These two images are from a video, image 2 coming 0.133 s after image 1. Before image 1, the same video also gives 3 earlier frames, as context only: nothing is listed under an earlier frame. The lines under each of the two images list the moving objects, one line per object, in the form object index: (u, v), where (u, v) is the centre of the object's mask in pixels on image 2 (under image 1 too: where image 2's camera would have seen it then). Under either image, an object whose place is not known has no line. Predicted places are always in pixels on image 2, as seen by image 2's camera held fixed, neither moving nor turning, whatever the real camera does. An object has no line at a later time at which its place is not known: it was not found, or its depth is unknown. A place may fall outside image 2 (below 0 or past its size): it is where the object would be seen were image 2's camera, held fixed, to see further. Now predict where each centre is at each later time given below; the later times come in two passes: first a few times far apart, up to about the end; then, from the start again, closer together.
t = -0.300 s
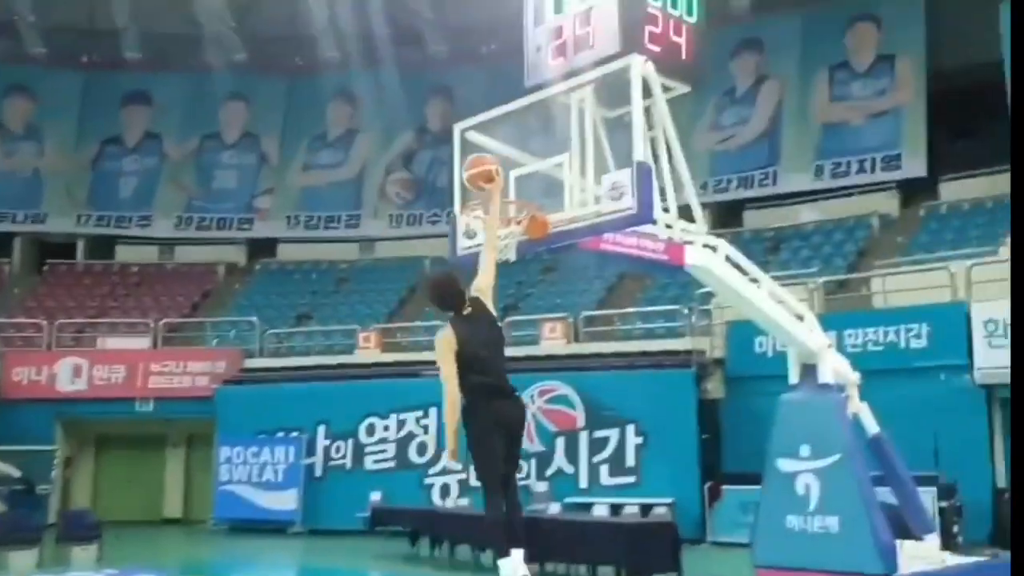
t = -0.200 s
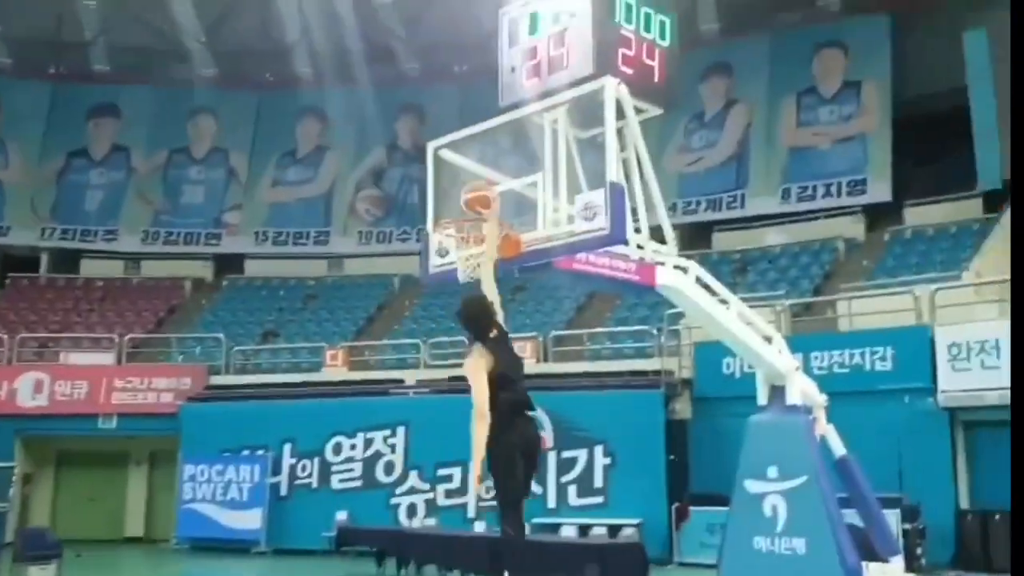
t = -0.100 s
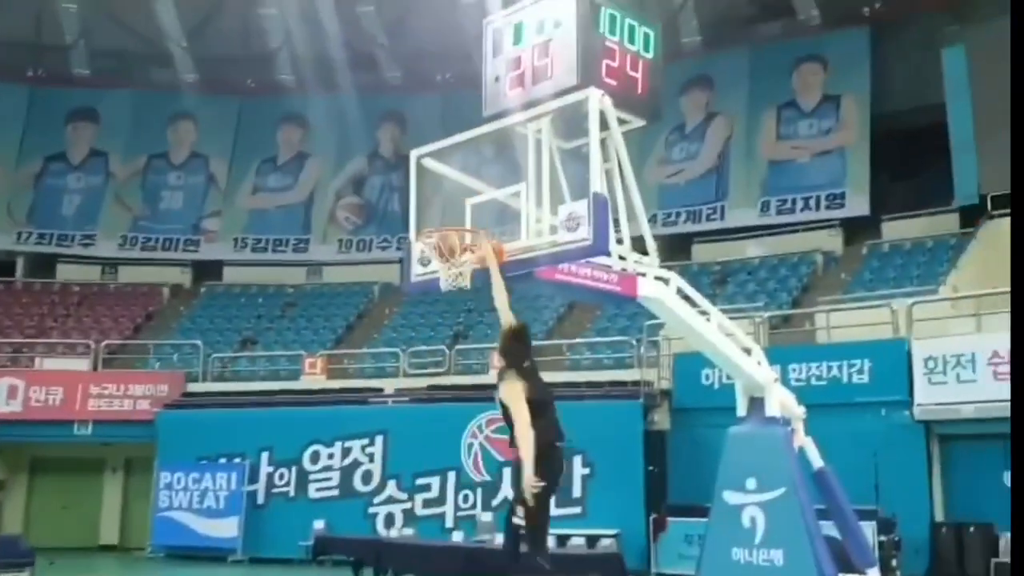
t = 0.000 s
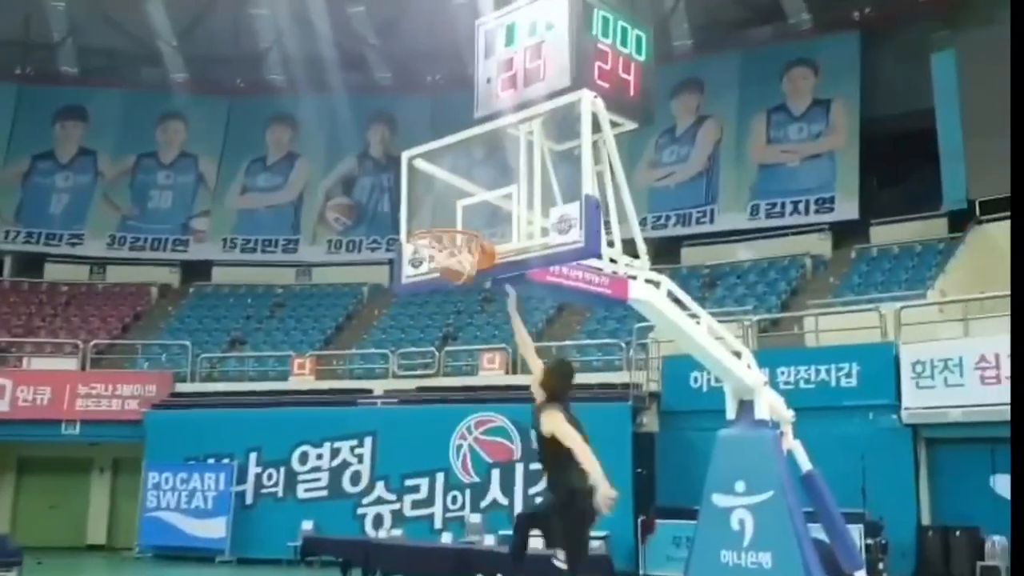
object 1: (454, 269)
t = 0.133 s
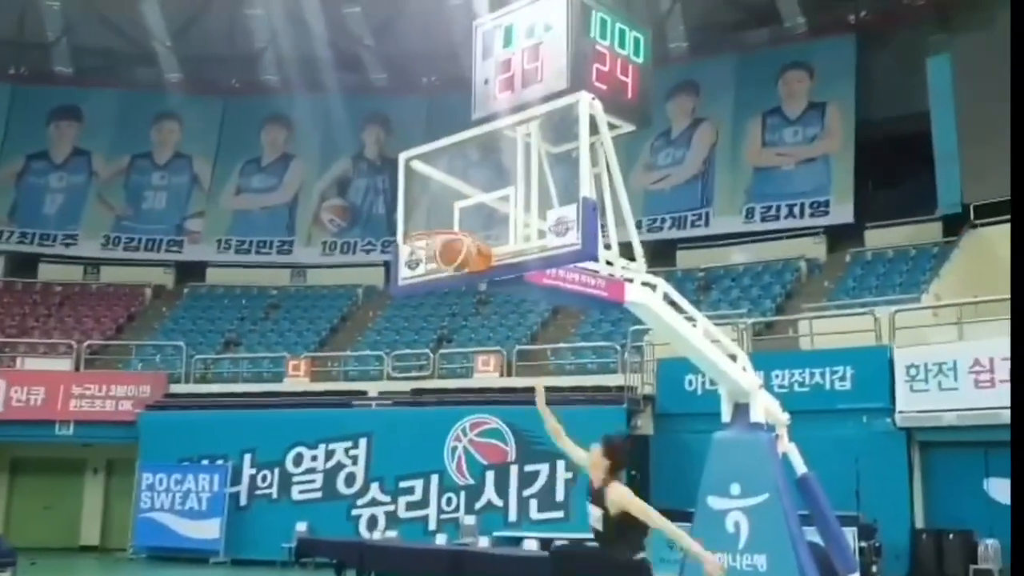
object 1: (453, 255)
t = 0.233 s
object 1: (449, 261)
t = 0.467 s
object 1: (447, 335)
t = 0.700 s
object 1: (443, 501)
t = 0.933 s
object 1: (429, 693)
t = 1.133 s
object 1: (428, 537)
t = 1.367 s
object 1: (422, 440)
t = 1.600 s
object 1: (413, 431)
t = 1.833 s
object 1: (403, 507)
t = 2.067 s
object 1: (384, 672)
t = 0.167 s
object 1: (453, 255)
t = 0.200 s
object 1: (450, 255)
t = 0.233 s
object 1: (449, 261)
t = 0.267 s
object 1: (449, 271)
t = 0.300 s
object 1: (450, 277)
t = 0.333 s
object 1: (450, 286)
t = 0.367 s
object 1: (450, 296)
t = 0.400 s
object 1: (449, 307)
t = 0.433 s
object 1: (448, 321)
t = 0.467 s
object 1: (447, 335)
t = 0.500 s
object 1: (448, 354)
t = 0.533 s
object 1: (447, 373)
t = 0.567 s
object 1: (445, 395)
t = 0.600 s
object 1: (445, 418)
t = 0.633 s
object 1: (444, 444)
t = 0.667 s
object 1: (443, 472)
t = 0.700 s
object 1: (443, 501)
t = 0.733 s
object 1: (439, 535)
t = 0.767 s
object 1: (438, 567)
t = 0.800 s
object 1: (437, 602)
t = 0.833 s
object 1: (434, 641)
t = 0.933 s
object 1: (429, 693)
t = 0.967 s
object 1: (428, 662)
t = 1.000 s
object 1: (429, 632)
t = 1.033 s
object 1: (429, 603)
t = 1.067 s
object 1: (429, 581)
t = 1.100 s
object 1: (428, 557)
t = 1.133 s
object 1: (428, 537)
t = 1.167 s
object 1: (428, 517)
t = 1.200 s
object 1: (427, 499)
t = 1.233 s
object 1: (426, 482)
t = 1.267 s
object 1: (425, 470)
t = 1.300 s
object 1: (424, 458)
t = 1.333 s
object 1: (423, 448)
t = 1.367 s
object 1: (422, 440)
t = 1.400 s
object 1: (421, 433)
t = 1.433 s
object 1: (420, 429)
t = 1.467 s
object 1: (419, 426)
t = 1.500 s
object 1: (417, 424)
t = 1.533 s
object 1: (416, 425)
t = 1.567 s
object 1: (415, 427)
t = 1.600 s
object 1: (413, 431)
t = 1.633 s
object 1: (412, 437)
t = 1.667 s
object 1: (411, 443)
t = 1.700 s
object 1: (409, 453)
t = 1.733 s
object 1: (408, 464)
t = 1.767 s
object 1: (406, 475)
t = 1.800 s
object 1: (405, 489)
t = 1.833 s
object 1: (403, 507)
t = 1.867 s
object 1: (400, 525)
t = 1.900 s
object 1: (397, 544)
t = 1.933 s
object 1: (395, 566)
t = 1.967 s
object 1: (393, 589)
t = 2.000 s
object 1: (390, 614)
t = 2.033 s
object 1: (388, 642)
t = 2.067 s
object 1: (384, 672)
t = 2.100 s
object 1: (381, 704)
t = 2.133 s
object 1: (379, 698)
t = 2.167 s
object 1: (379, 673)
